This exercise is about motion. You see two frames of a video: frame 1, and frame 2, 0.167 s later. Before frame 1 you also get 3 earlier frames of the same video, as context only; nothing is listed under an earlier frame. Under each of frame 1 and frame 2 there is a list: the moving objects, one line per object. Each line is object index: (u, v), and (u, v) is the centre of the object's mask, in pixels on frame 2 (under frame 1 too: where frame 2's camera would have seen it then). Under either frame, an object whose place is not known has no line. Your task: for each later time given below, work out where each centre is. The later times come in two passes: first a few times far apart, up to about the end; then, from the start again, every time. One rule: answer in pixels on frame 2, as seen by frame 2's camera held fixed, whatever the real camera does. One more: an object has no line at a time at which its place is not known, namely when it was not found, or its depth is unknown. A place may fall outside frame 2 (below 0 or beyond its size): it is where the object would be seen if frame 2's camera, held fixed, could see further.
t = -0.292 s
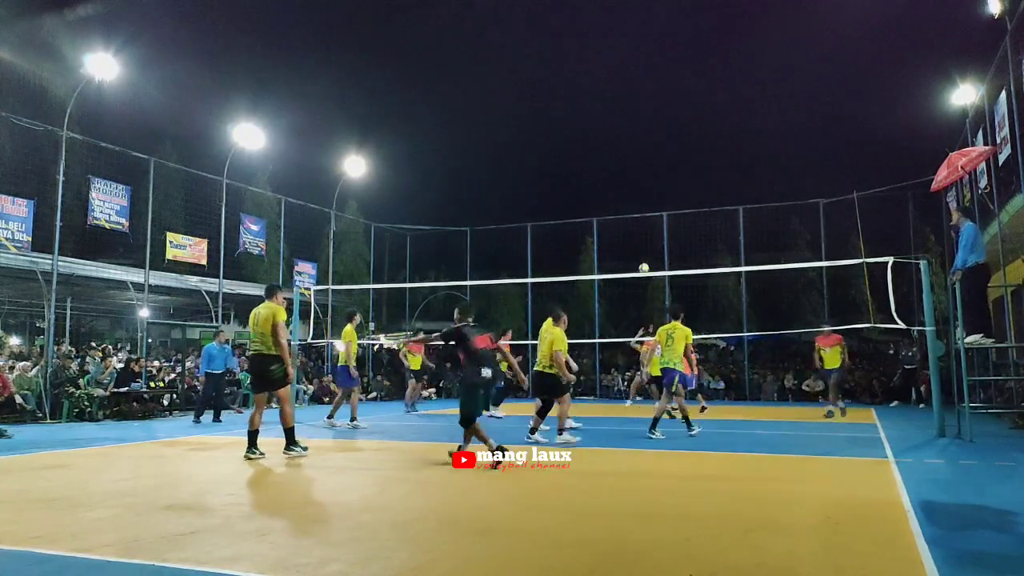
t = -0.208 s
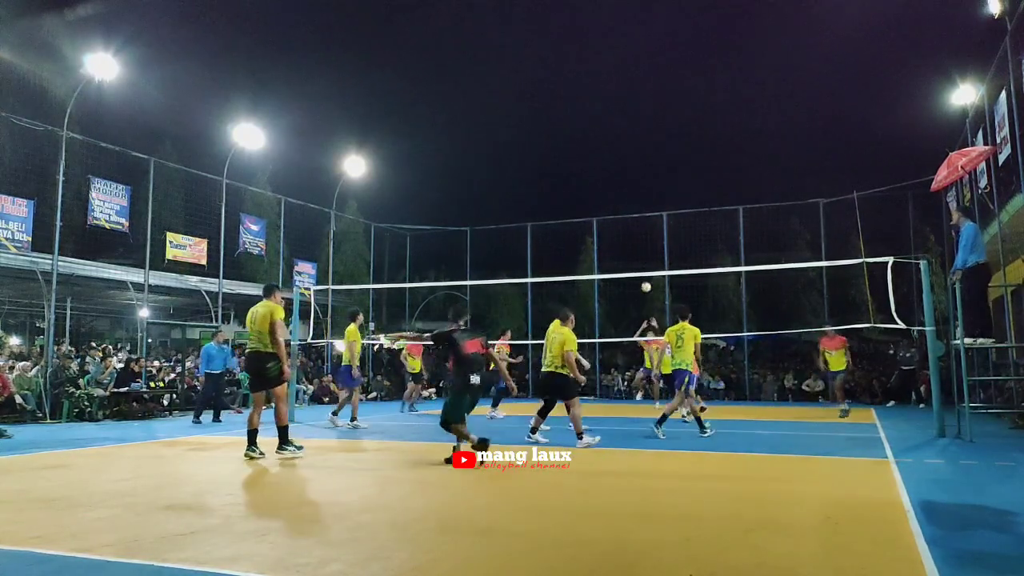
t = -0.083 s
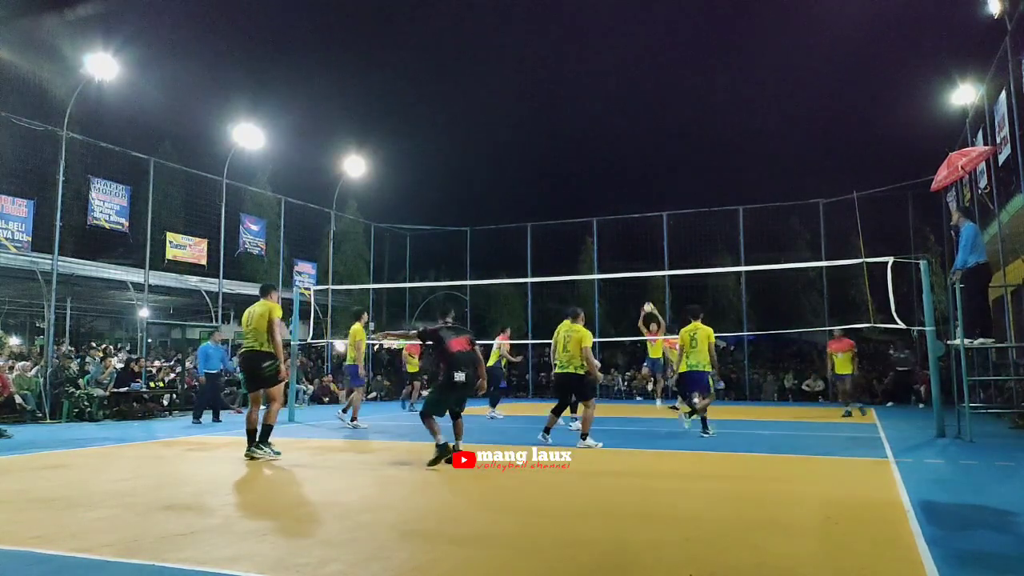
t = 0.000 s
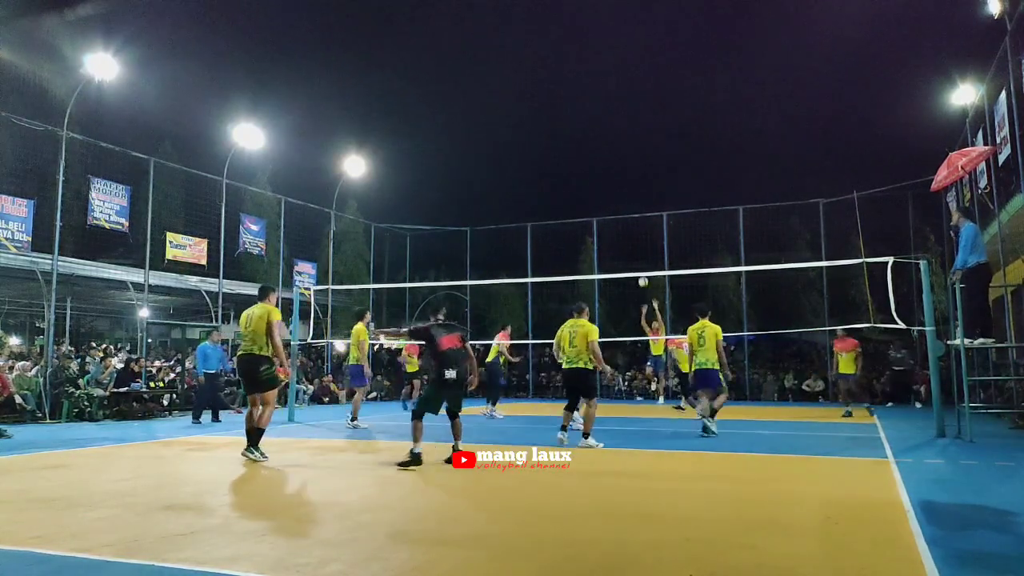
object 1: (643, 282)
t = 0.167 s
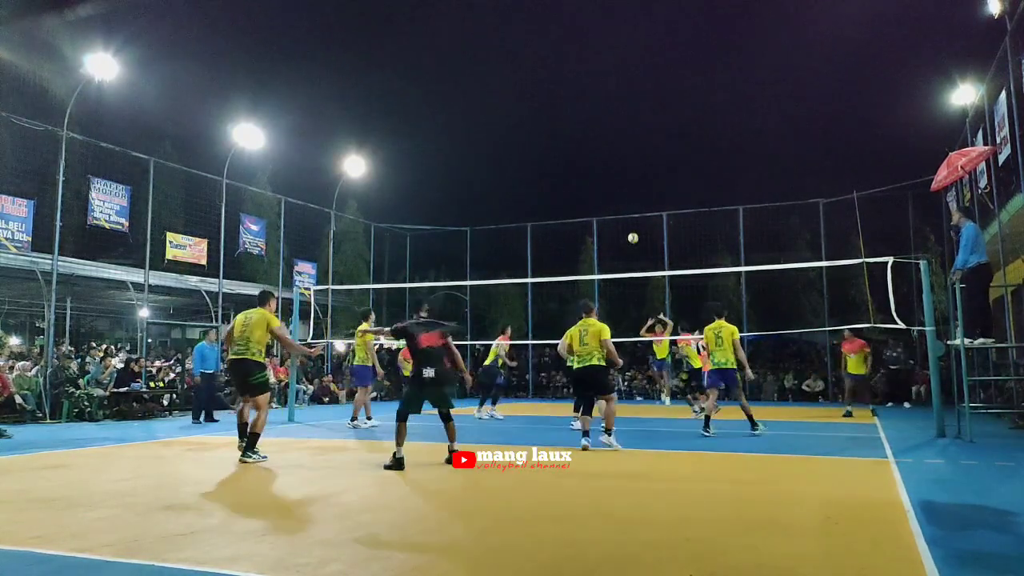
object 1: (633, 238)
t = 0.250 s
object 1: (627, 220)
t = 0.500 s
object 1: (612, 185)
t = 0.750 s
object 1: (595, 175)
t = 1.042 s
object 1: (573, 205)
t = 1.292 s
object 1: (555, 266)
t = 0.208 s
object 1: (631, 230)
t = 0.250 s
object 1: (627, 220)
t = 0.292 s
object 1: (625, 214)
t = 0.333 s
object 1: (622, 205)
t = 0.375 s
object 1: (620, 200)
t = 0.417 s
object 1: (618, 195)
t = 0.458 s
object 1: (615, 189)
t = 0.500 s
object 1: (612, 185)
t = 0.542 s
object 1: (609, 181)
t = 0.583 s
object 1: (607, 179)
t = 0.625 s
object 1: (603, 176)
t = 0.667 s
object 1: (601, 175)
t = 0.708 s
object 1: (597, 175)
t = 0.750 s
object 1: (595, 175)
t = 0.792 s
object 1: (591, 177)
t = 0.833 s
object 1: (589, 179)
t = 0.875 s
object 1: (586, 182)
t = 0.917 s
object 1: (583, 185)
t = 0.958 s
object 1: (579, 192)
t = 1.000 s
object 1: (577, 197)
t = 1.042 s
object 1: (573, 205)
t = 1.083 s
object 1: (570, 212)
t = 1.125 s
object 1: (568, 219)
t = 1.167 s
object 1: (564, 231)
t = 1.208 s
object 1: (561, 240)
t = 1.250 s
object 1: (557, 255)
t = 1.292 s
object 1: (555, 266)
